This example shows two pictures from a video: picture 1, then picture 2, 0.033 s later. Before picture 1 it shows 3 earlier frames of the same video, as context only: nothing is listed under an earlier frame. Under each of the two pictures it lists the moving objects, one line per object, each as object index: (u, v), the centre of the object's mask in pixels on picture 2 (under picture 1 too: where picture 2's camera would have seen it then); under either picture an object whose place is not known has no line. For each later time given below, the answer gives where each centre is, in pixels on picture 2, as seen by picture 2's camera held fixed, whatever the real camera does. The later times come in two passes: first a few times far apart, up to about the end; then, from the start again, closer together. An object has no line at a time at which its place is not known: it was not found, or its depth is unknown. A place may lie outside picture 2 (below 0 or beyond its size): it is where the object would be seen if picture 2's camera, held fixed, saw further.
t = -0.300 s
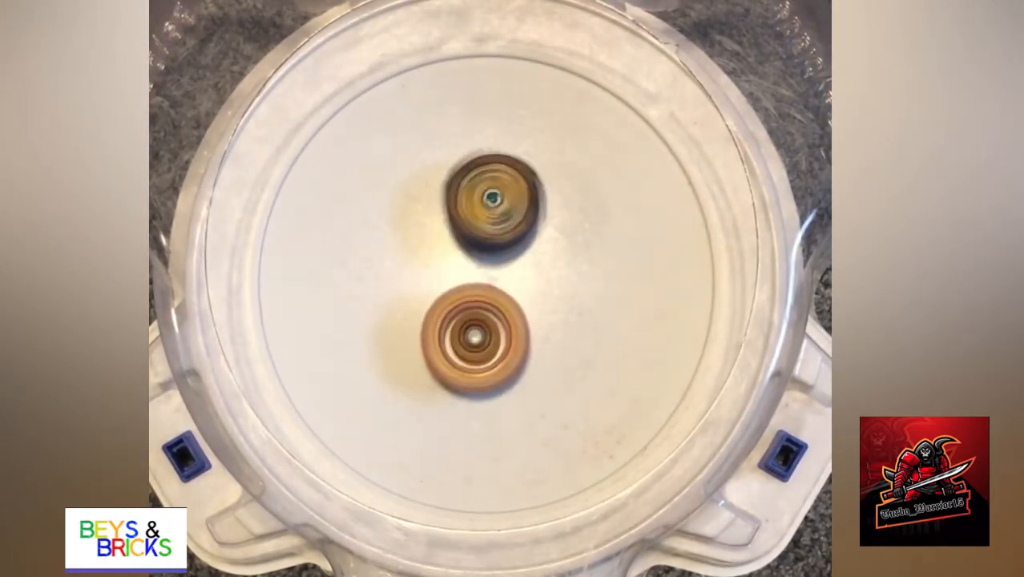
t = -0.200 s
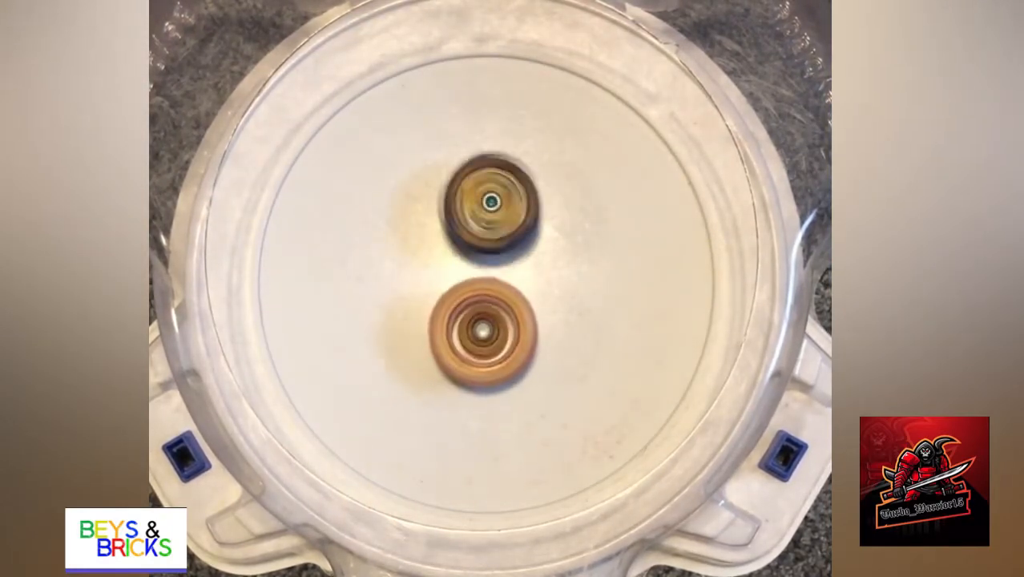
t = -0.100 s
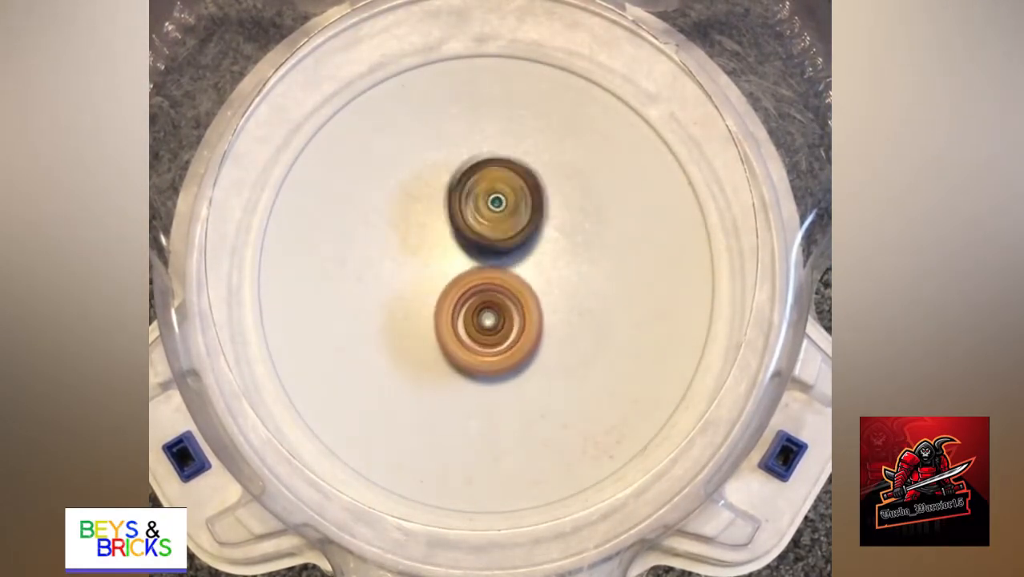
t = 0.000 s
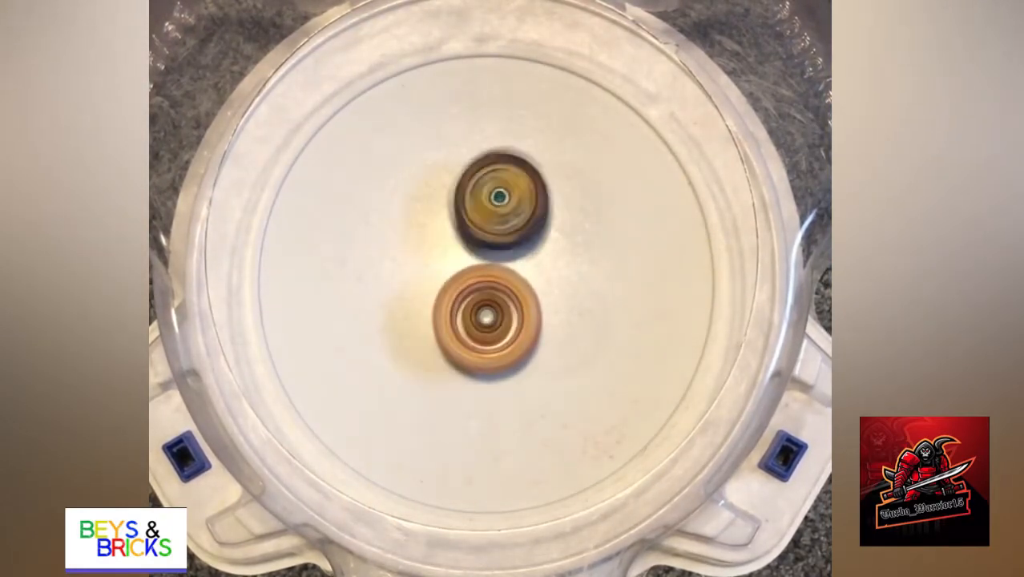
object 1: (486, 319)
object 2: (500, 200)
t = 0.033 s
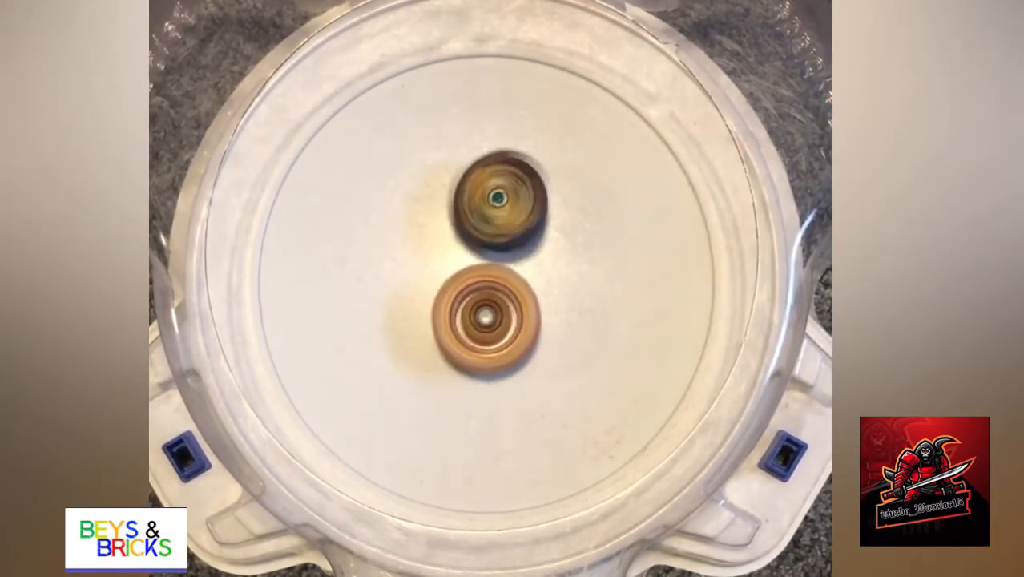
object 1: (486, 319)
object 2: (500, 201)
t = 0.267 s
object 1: (475, 351)
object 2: (500, 207)
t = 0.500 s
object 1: (481, 338)
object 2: (492, 228)
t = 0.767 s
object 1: (476, 357)
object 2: (481, 243)
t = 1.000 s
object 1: (462, 349)
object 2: (487, 209)
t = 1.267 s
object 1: (442, 338)
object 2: (471, 208)
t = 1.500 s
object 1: (429, 337)
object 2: (472, 207)
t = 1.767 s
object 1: (429, 357)
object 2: (518, 178)
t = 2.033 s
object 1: (456, 326)
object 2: (516, 235)
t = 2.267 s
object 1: (427, 350)
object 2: (565, 229)
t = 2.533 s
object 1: (447, 331)
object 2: (525, 247)
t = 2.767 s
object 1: (437, 332)
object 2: (522, 234)
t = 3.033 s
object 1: (433, 337)
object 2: (557, 209)
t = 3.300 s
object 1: (443, 328)
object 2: (534, 235)
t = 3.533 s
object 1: (441, 337)
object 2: (529, 261)
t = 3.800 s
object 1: (429, 340)
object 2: (558, 260)
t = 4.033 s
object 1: (448, 323)
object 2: (548, 281)
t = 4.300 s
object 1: (435, 310)
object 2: (537, 272)
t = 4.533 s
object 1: (448, 301)
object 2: (546, 256)
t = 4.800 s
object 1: (434, 306)
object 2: (548, 257)
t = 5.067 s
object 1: (422, 309)
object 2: (547, 241)
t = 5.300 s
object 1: (423, 303)
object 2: (535, 259)
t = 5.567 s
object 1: (441, 310)
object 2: (539, 259)
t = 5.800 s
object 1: (437, 311)
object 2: (548, 258)
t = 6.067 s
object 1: (427, 315)
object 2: (551, 261)
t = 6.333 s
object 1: (429, 326)
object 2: (522, 260)
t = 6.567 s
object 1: (432, 319)
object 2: (523, 253)
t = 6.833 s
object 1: (447, 325)
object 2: (523, 259)
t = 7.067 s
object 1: (445, 327)
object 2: (528, 245)
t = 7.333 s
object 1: (445, 328)
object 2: (511, 254)
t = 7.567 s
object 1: (443, 328)
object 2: (516, 265)
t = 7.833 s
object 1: (444, 328)
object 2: (516, 248)
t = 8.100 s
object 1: (443, 328)
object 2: (487, 235)
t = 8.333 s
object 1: (444, 329)
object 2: (495, 249)
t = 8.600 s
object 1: (444, 329)
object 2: (504, 249)
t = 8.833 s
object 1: (444, 329)
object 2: (502, 251)
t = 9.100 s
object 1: (444, 329)
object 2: (501, 251)
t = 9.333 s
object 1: (444, 329)
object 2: (501, 251)
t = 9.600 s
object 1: (444, 329)
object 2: (501, 251)
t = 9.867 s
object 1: (444, 329)
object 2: (501, 251)
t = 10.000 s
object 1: (444, 329)
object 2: (501, 251)
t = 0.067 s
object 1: (485, 318)
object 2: (498, 205)
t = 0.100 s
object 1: (483, 321)
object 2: (497, 209)
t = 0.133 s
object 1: (479, 333)
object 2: (498, 203)
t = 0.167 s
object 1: (477, 342)
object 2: (498, 200)
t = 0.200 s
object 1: (476, 347)
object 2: (498, 201)
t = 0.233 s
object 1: (475, 350)
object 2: (498, 204)
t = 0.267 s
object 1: (475, 351)
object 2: (500, 207)
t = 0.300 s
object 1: (476, 351)
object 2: (502, 208)
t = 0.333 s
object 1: (478, 350)
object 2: (502, 206)
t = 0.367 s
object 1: (479, 348)
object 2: (501, 207)
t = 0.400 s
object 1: (480, 346)
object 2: (499, 210)
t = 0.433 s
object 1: (481, 342)
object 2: (498, 215)
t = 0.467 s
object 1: (482, 339)
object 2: (495, 221)
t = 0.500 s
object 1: (481, 338)
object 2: (492, 228)
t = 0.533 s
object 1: (478, 350)
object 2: (491, 217)
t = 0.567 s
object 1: (476, 358)
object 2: (487, 212)
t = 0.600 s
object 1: (474, 363)
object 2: (483, 211)
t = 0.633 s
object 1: (474, 365)
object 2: (477, 214)
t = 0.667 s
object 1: (474, 365)
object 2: (473, 220)
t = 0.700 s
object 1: (474, 364)
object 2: (472, 228)
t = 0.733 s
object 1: (475, 361)
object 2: (474, 237)
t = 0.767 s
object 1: (476, 357)
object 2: (481, 243)
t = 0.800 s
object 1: (476, 353)
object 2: (488, 245)
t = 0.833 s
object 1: (474, 353)
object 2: (493, 236)
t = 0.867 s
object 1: (471, 355)
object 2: (497, 227)
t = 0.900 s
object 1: (468, 355)
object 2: (496, 220)
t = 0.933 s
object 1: (466, 354)
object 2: (494, 214)
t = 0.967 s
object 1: (464, 352)
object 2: (491, 211)
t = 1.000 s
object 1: (462, 349)
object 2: (487, 209)
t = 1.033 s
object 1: (460, 345)
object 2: (484, 209)
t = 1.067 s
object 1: (459, 341)
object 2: (481, 211)
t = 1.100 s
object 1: (458, 336)
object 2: (477, 214)
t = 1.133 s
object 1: (457, 331)
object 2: (474, 219)
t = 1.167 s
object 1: (453, 331)
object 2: (472, 220)
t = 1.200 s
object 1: (448, 336)
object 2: (473, 212)
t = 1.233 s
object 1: (444, 338)
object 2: (472, 208)
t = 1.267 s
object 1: (442, 338)
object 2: (471, 208)
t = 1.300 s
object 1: (440, 338)
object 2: (471, 209)
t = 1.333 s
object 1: (438, 337)
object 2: (473, 212)
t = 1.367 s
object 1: (437, 335)
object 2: (475, 213)
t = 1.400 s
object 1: (436, 334)
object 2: (474, 214)
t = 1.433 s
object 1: (436, 331)
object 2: (470, 213)
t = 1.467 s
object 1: (436, 328)
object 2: (466, 218)
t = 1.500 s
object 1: (429, 337)
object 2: (472, 207)
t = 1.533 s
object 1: (423, 346)
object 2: (481, 195)
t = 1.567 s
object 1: (420, 352)
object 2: (495, 189)
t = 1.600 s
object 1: (419, 355)
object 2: (505, 182)
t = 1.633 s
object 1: (420, 357)
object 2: (512, 179)
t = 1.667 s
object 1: (422, 358)
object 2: (517, 176)
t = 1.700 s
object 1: (424, 358)
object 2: (519, 174)
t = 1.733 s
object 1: (426, 358)
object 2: (519, 175)
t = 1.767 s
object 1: (429, 357)
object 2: (518, 178)
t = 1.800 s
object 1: (433, 354)
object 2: (519, 183)
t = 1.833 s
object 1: (437, 350)
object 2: (522, 191)
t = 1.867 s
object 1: (440, 347)
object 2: (524, 198)
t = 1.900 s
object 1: (444, 343)
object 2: (522, 202)
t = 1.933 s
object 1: (448, 338)
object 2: (519, 207)
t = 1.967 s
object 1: (452, 333)
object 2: (518, 216)
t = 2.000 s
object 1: (455, 328)
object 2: (516, 226)
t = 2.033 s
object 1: (456, 326)
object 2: (516, 235)
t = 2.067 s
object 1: (448, 331)
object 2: (522, 234)
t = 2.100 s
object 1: (437, 340)
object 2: (535, 229)
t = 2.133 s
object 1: (430, 345)
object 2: (548, 229)
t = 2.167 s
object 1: (427, 348)
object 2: (557, 227)
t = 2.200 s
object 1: (427, 348)
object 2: (562, 226)
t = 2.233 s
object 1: (427, 349)
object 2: (565, 227)
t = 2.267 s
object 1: (427, 350)
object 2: (565, 229)
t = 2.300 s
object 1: (428, 350)
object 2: (561, 230)
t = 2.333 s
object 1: (430, 349)
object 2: (554, 234)
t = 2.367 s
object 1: (431, 347)
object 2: (551, 238)
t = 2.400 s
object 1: (434, 345)
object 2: (547, 238)
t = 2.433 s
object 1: (437, 342)
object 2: (543, 238)
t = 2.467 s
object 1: (440, 338)
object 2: (539, 239)
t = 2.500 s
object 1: (443, 335)
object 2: (533, 244)
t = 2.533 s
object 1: (447, 331)
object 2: (525, 247)
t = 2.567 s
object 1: (447, 329)
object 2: (520, 249)
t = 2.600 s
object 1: (443, 331)
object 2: (523, 247)
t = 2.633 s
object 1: (442, 331)
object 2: (525, 245)
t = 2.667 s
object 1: (443, 329)
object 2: (523, 242)
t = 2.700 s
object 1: (444, 328)
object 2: (518, 243)
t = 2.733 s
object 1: (446, 326)
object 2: (514, 244)
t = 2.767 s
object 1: (437, 332)
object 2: (522, 234)
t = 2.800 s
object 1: (431, 336)
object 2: (531, 225)
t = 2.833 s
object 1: (430, 338)
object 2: (543, 217)
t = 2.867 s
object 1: (428, 339)
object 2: (551, 212)
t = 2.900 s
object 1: (428, 341)
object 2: (553, 206)
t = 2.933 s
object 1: (428, 340)
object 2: (552, 203)
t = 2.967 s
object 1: (428, 340)
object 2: (553, 204)
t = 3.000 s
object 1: (431, 339)
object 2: (555, 206)
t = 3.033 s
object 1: (433, 337)
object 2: (557, 209)
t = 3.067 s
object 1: (435, 336)
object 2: (558, 214)
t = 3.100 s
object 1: (439, 333)
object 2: (558, 216)
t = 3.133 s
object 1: (442, 330)
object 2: (555, 215)
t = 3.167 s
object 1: (446, 328)
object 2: (550, 217)
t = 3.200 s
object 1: (450, 325)
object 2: (544, 223)
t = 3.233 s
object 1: (453, 323)
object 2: (537, 232)
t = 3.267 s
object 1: (454, 321)
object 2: (531, 239)
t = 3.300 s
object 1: (443, 328)
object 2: (534, 235)
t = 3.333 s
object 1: (434, 332)
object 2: (531, 235)
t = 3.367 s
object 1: (432, 334)
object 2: (528, 240)
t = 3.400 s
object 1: (433, 336)
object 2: (526, 245)
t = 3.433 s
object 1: (436, 337)
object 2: (527, 251)
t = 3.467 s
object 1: (437, 337)
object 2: (529, 256)
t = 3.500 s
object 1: (439, 339)
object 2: (529, 258)
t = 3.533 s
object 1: (441, 337)
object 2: (529, 261)
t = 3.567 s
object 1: (444, 337)
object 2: (528, 264)
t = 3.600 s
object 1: (440, 339)
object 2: (533, 264)
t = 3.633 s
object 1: (433, 340)
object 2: (543, 260)
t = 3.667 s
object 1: (431, 341)
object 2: (552, 260)
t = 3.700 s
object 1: (430, 342)
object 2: (557, 260)
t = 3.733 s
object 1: (430, 342)
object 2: (559, 258)
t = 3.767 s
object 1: (429, 341)
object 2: (560, 259)
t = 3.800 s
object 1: (429, 340)
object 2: (558, 260)
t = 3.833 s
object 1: (430, 337)
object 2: (556, 265)
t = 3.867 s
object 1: (432, 335)
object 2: (552, 271)
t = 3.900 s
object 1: (435, 332)
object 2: (551, 276)
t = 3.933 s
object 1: (437, 330)
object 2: (551, 279)
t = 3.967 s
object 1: (441, 327)
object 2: (551, 281)
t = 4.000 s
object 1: (443, 326)
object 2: (550, 281)
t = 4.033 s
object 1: (448, 323)
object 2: (548, 281)
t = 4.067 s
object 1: (438, 322)
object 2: (555, 277)
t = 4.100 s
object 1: (430, 321)
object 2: (563, 271)
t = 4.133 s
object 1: (428, 318)
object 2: (564, 263)
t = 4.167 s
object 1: (431, 316)
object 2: (558, 258)
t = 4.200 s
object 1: (432, 315)
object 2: (550, 258)
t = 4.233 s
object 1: (435, 313)
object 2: (541, 262)
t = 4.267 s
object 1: (437, 312)
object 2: (536, 269)
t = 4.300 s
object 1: (435, 310)
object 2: (537, 272)
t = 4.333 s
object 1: (433, 308)
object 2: (545, 274)
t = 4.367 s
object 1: (436, 304)
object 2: (550, 270)
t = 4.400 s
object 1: (439, 304)
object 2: (551, 266)
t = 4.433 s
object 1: (441, 302)
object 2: (551, 261)
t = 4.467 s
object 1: (444, 302)
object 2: (550, 259)
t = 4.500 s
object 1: (445, 301)
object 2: (548, 257)
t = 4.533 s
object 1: (448, 301)
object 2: (546, 256)
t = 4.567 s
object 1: (439, 303)
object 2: (553, 250)
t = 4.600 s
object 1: (433, 304)
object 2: (557, 250)
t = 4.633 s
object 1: (431, 304)
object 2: (560, 251)
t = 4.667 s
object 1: (433, 302)
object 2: (563, 255)
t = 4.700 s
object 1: (435, 305)
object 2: (563, 254)
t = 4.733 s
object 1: (434, 306)
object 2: (557, 252)
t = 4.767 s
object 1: (434, 307)
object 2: (551, 254)
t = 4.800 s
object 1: (434, 306)
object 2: (548, 257)
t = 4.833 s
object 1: (438, 307)
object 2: (546, 258)
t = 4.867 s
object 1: (439, 309)
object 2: (545, 261)
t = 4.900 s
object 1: (440, 309)
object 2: (542, 260)
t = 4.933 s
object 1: (441, 308)
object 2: (538, 260)
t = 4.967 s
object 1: (430, 310)
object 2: (546, 253)
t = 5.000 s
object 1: (424, 312)
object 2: (552, 248)
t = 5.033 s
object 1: (420, 311)
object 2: (552, 245)
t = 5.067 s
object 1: (422, 309)
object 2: (547, 241)
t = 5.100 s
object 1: (425, 308)
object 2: (540, 240)
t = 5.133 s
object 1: (426, 308)
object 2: (531, 243)
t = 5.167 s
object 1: (428, 310)
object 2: (525, 249)
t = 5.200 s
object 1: (428, 311)
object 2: (523, 257)
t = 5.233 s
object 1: (425, 310)
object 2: (525, 262)
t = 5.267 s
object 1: (422, 307)
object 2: (531, 261)
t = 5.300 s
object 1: (423, 303)
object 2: (535, 259)
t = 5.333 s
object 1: (428, 301)
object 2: (537, 255)
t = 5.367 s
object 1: (433, 303)
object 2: (538, 253)
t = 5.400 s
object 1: (436, 304)
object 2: (539, 254)
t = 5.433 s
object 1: (438, 305)
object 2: (538, 253)
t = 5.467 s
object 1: (440, 308)
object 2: (536, 254)
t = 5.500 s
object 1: (439, 308)
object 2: (536, 255)
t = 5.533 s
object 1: (440, 308)
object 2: (539, 257)
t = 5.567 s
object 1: (441, 310)
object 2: (539, 259)
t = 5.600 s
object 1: (440, 309)
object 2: (538, 261)
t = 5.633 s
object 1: (440, 308)
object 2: (539, 261)
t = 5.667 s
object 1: (440, 308)
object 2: (539, 260)
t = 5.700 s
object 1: (441, 307)
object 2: (538, 259)
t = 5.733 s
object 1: (438, 312)
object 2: (541, 255)
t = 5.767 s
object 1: (436, 313)
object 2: (544, 254)
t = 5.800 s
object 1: (437, 311)
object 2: (548, 258)
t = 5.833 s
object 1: (440, 311)
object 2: (548, 258)
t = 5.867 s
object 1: (443, 312)
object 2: (546, 260)
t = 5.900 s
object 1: (447, 315)
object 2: (543, 262)
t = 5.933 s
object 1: (447, 318)
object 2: (541, 267)
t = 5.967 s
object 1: (437, 322)
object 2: (549, 268)
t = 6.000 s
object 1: (431, 324)
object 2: (555, 265)
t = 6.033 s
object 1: (428, 321)
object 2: (555, 262)
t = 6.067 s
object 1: (427, 315)
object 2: (551, 261)
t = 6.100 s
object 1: (434, 312)
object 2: (545, 263)
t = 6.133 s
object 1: (440, 313)
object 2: (541, 265)
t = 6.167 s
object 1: (445, 316)
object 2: (539, 264)
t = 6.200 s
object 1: (445, 320)
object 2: (535, 259)
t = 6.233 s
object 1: (443, 322)
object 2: (529, 257)
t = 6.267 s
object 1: (441, 322)
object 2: (524, 262)
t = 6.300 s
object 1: (437, 323)
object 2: (520, 263)
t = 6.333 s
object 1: (429, 326)
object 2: (522, 260)
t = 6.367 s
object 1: (424, 329)
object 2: (523, 252)
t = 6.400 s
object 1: (421, 331)
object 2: (521, 247)
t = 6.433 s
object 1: (422, 331)
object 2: (519, 245)
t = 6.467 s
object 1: (424, 329)
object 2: (520, 246)
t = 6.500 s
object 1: (425, 325)
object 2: (523, 249)
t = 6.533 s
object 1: (428, 321)
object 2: (525, 250)
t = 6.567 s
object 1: (432, 319)
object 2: (523, 253)
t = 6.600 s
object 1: (437, 320)
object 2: (521, 257)
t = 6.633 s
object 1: (442, 323)
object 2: (522, 260)
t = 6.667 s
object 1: (447, 325)
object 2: (525, 261)
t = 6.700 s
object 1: (449, 325)
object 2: (528, 261)
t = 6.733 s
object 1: (449, 326)
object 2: (529, 261)
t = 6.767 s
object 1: (448, 326)
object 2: (528, 262)
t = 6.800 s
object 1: (448, 325)
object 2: (526, 261)
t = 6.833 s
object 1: (447, 325)
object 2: (523, 259)
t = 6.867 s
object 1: (447, 324)
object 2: (519, 259)
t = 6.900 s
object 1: (444, 326)
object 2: (521, 254)
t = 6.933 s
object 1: (443, 325)
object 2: (525, 249)
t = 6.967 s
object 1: (442, 324)
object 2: (528, 247)
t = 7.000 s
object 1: (443, 325)
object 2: (529, 245)
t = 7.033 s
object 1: (444, 325)
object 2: (529, 244)
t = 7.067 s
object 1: (445, 327)
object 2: (528, 245)
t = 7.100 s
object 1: (445, 328)
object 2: (526, 248)
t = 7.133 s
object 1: (445, 329)
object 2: (527, 252)
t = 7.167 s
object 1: (445, 328)
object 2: (527, 255)
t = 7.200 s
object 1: (444, 327)
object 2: (528, 256)
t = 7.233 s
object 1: (444, 326)
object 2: (527, 253)
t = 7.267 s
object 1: (443, 326)
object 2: (520, 252)
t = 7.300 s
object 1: (444, 327)
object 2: (515, 251)
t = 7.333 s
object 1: (445, 328)
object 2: (511, 254)
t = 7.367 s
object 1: (444, 328)
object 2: (510, 257)
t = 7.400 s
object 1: (444, 328)
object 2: (512, 260)
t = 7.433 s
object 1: (444, 328)
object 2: (513, 262)
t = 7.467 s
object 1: (444, 328)
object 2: (514, 265)
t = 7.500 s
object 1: (443, 328)
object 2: (515, 266)
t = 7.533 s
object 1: (444, 328)
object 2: (515, 267)
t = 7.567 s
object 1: (443, 328)
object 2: (516, 265)
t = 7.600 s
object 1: (444, 328)
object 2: (516, 265)
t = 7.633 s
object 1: (443, 328)
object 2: (515, 265)
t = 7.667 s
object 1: (443, 328)
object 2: (513, 267)
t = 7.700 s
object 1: (443, 329)
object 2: (511, 266)
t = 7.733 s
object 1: (443, 328)
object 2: (511, 265)
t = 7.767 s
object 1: (443, 329)
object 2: (511, 261)
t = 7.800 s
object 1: (443, 328)
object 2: (514, 255)
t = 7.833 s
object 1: (444, 328)
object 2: (516, 248)
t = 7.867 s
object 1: (443, 328)
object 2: (516, 242)
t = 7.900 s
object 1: (444, 328)
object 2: (515, 237)
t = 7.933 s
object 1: (444, 328)
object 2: (513, 233)
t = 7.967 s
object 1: (444, 328)
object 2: (510, 229)
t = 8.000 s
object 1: (444, 328)
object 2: (507, 227)
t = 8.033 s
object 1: (444, 328)
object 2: (501, 227)
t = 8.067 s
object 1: (444, 328)
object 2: (494, 229)
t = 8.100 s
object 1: (443, 328)
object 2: (487, 235)
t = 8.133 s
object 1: (443, 329)
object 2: (483, 241)
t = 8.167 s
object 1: (443, 330)
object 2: (482, 244)
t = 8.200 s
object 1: (443, 330)
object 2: (483, 249)
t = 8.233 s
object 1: (444, 330)
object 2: (485, 251)
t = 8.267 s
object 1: (444, 331)
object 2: (488, 252)
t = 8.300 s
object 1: (444, 330)
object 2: (491, 251)
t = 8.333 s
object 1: (444, 329)
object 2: (495, 249)
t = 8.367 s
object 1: (444, 329)
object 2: (499, 248)
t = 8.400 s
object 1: (444, 329)
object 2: (503, 247)
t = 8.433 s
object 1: (444, 329)
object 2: (505, 247)
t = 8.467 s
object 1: (444, 329)
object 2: (505, 247)
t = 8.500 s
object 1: (444, 329)
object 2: (505, 248)
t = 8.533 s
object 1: (444, 329)
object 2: (504, 248)
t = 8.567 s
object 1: (444, 329)
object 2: (504, 248)
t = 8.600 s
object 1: (444, 329)
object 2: (504, 249)
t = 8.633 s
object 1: (444, 329)
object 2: (504, 249)
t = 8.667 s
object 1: (444, 329)
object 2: (504, 249)
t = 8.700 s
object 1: (444, 329)
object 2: (503, 250)
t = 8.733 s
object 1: (444, 329)
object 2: (503, 250)
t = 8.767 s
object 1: (444, 329)
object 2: (503, 250)
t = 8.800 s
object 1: (444, 329)
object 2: (503, 251)
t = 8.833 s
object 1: (444, 329)
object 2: (502, 251)
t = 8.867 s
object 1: (444, 329)
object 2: (501, 251)
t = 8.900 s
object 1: (444, 329)
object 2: (501, 251)
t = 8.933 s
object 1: (444, 329)
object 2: (501, 251)
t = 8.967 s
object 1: (444, 329)
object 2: (501, 251)
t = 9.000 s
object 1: (444, 329)
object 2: (501, 251)
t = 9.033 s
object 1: (444, 329)
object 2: (501, 251)
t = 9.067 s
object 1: (444, 329)
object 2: (501, 251)
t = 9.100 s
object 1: (444, 329)
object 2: (501, 251)
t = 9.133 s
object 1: (444, 329)
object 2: (501, 251)
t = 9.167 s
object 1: (444, 329)
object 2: (501, 251)
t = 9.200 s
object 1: (444, 329)
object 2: (501, 251)
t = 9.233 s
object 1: (444, 329)
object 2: (501, 251)
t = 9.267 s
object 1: (444, 329)
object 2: (501, 251)
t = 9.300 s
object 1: (444, 329)
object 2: (501, 251)
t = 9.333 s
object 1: (444, 329)
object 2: (501, 251)
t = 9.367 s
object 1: (444, 329)
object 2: (501, 251)
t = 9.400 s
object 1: (444, 329)
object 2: (501, 251)
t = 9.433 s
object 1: (444, 329)
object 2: (501, 251)
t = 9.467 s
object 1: (444, 329)
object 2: (501, 251)
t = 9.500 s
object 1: (444, 329)
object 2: (501, 251)
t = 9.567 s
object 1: (444, 329)
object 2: (501, 251)
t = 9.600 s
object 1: (444, 329)
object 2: (501, 251)
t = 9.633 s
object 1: (444, 329)
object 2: (501, 251)
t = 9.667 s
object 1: (444, 329)
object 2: (501, 251)
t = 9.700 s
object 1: (444, 329)
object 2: (501, 251)
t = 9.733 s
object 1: (444, 329)
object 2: (501, 251)
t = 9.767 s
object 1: (444, 329)
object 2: (501, 251)
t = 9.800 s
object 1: (444, 329)
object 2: (501, 251)
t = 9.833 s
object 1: (444, 329)
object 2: (501, 251)
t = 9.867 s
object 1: (444, 329)
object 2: (501, 251)
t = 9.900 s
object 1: (444, 329)
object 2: (501, 251)
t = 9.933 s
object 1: (444, 329)
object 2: (501, 251)
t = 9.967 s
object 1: (444, 329)
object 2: (501, 251)
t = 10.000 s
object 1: (444, 329)
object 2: (501, 251)
